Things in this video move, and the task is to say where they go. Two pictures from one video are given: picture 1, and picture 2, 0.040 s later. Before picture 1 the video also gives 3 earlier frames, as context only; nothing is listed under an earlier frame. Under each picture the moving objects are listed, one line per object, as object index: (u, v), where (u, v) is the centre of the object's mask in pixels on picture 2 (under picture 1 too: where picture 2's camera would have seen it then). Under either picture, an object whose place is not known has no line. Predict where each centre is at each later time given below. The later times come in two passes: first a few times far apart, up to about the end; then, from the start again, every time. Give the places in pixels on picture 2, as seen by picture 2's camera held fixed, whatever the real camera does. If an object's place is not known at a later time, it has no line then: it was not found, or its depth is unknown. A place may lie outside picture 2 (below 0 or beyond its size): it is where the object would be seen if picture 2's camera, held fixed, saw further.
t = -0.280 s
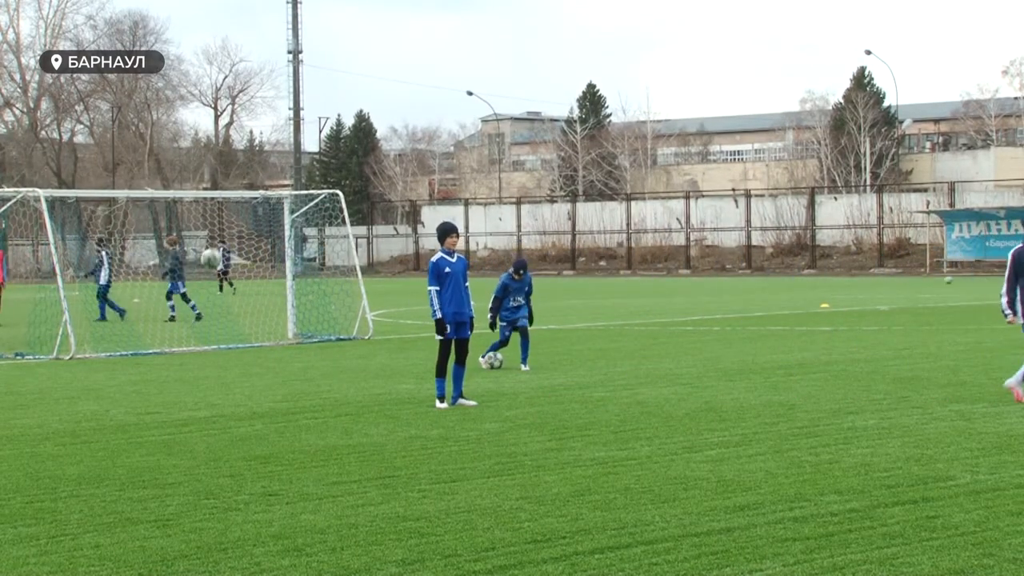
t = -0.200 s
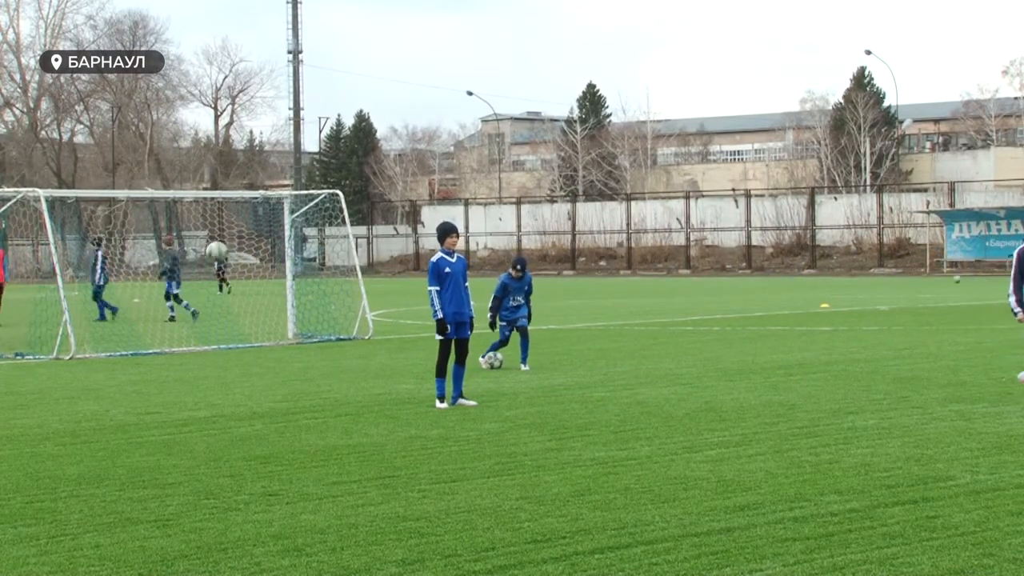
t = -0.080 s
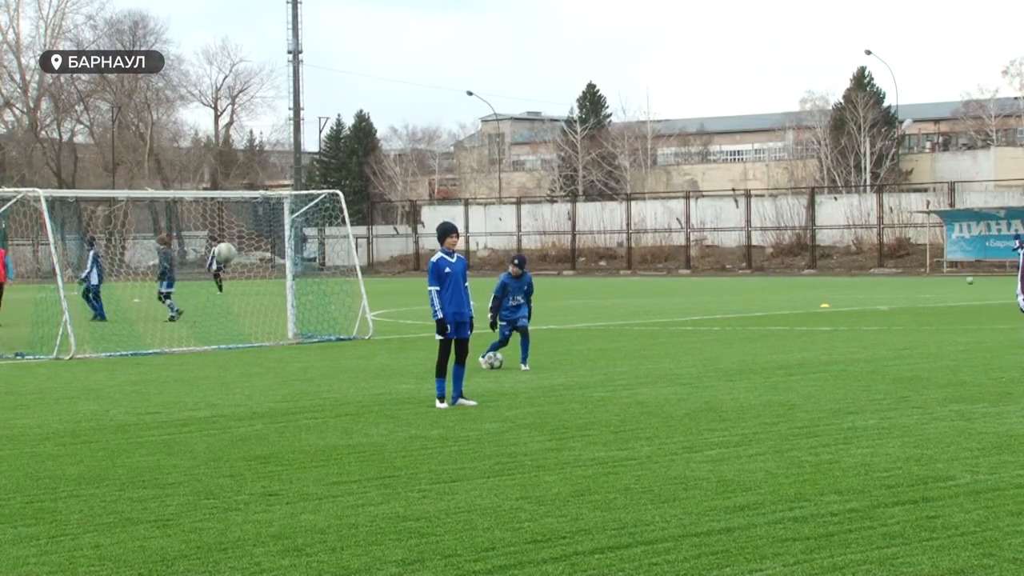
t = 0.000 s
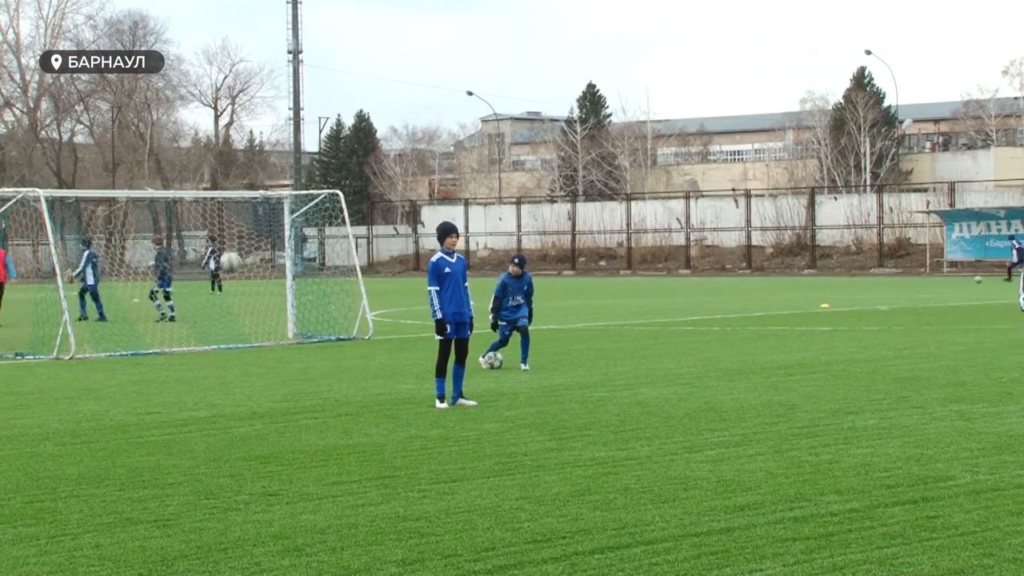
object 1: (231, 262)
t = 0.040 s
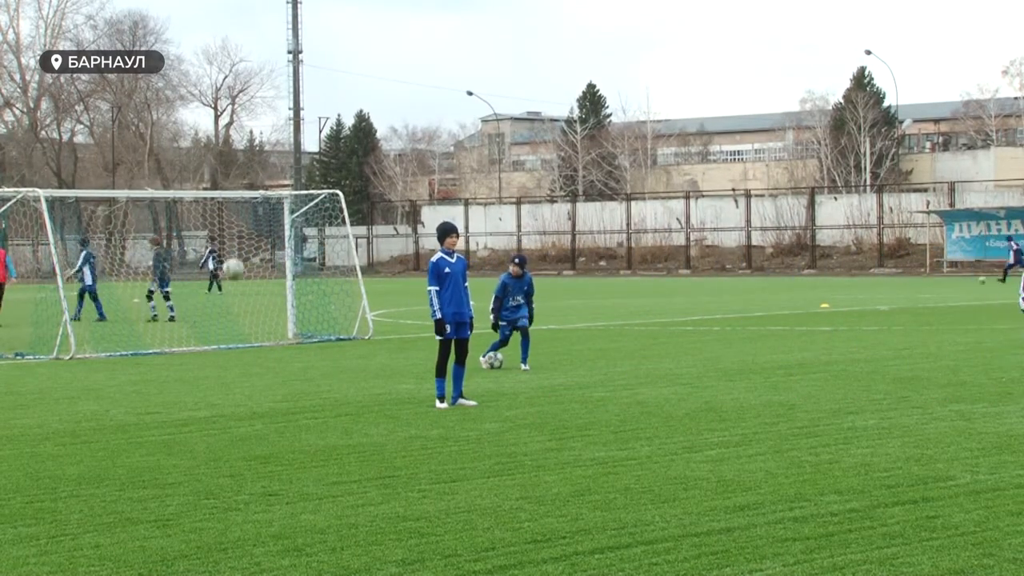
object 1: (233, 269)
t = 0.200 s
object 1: (245, 315)
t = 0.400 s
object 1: (259, 363)
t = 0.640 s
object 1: (277, 328)
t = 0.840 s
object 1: (294, 347)
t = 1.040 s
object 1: (311, 383)
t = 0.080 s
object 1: (236, 278)
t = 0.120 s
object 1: (239, 288)
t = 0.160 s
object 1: (241, 301)
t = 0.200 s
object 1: (245, 315)
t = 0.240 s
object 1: (247, 330)
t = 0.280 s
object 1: (249, 349)
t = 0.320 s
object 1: (253, 369)
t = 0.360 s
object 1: (255, 374)
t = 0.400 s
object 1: (259, 363)
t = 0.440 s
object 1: (262, 353)
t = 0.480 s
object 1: (265, 345)
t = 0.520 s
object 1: (268, 338)
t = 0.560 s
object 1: (271, 333)
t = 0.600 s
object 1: (274, 330)
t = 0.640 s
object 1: (277, 328)
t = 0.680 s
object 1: (280, 329)
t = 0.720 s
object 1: (282, 331)
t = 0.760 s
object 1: (286, 335)
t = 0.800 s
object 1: (290, 340)
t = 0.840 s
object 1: (294, 347)
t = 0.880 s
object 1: (296, 356)
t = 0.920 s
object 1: (299, 368)
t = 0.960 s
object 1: (302, 382)
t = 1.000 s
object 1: (307, 390)
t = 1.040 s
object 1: (311, 383)
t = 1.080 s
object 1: (314, 378)
